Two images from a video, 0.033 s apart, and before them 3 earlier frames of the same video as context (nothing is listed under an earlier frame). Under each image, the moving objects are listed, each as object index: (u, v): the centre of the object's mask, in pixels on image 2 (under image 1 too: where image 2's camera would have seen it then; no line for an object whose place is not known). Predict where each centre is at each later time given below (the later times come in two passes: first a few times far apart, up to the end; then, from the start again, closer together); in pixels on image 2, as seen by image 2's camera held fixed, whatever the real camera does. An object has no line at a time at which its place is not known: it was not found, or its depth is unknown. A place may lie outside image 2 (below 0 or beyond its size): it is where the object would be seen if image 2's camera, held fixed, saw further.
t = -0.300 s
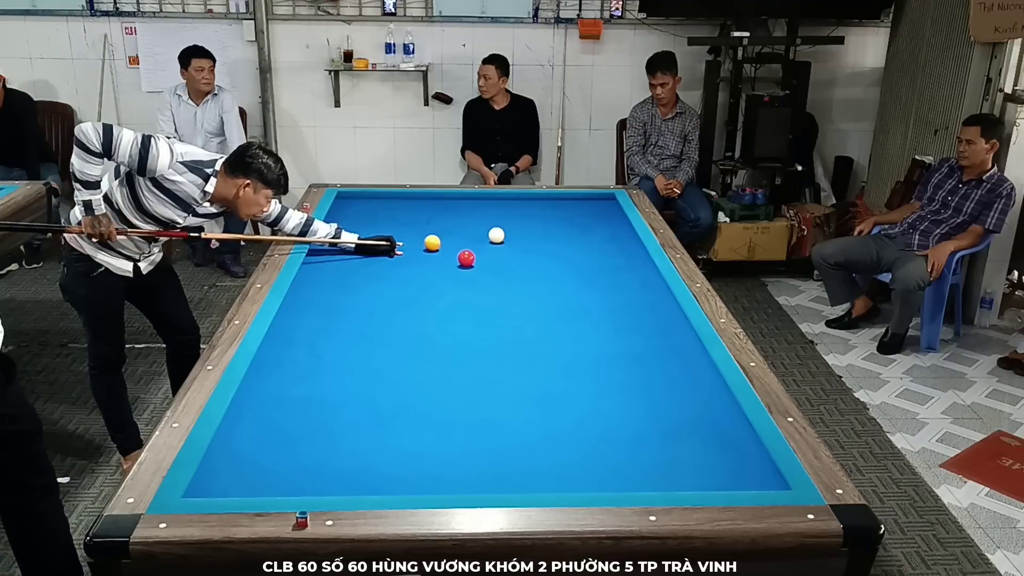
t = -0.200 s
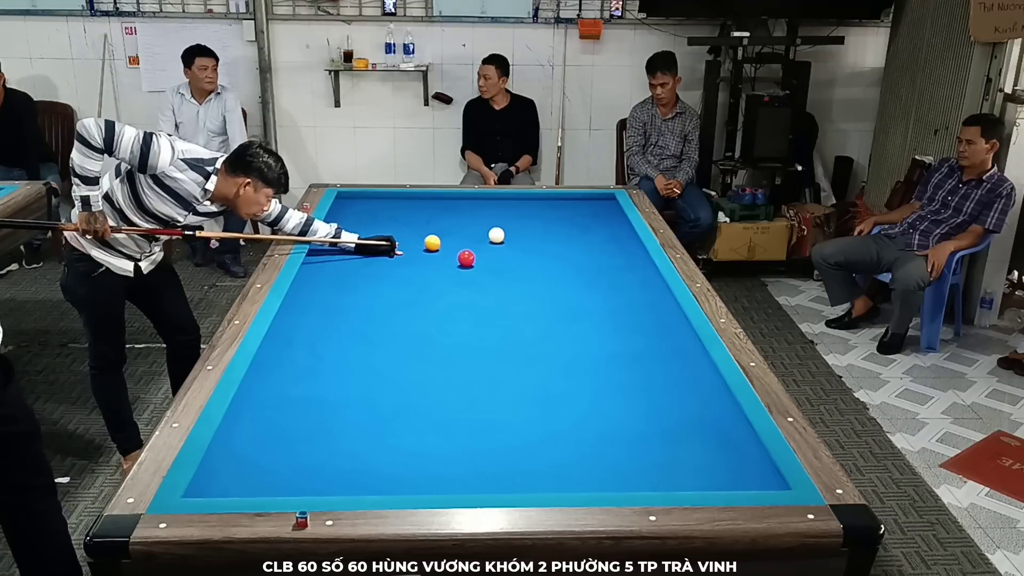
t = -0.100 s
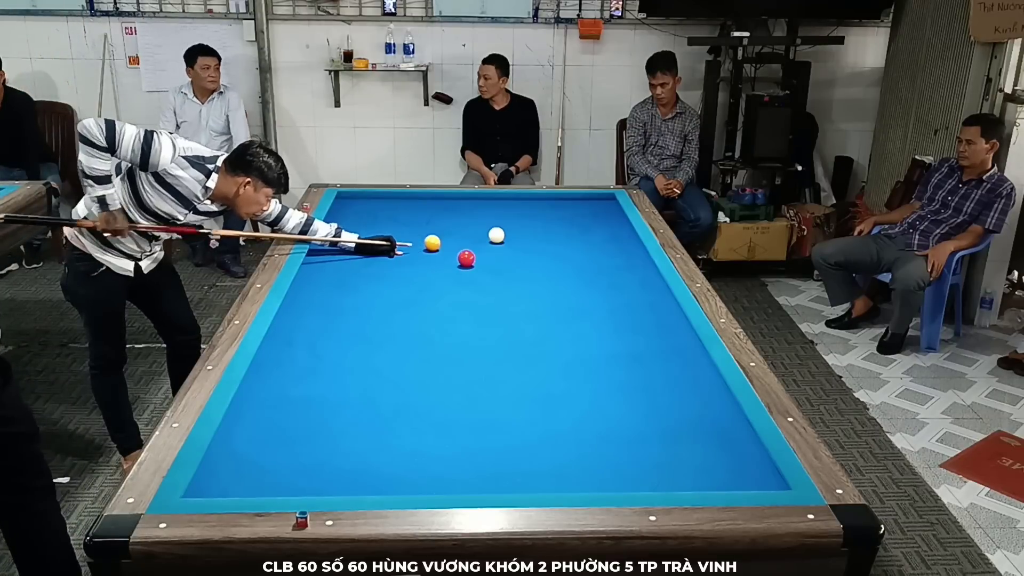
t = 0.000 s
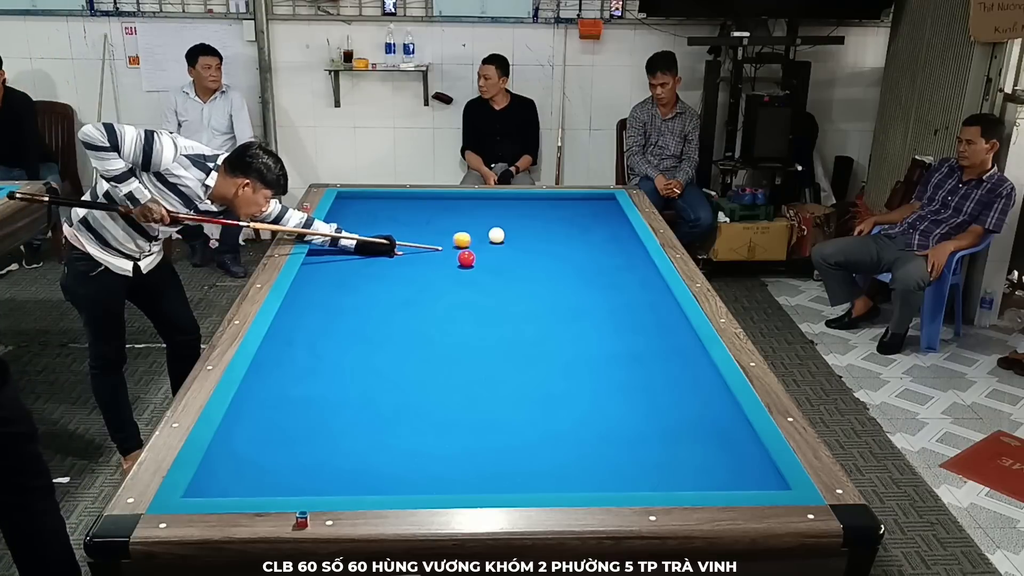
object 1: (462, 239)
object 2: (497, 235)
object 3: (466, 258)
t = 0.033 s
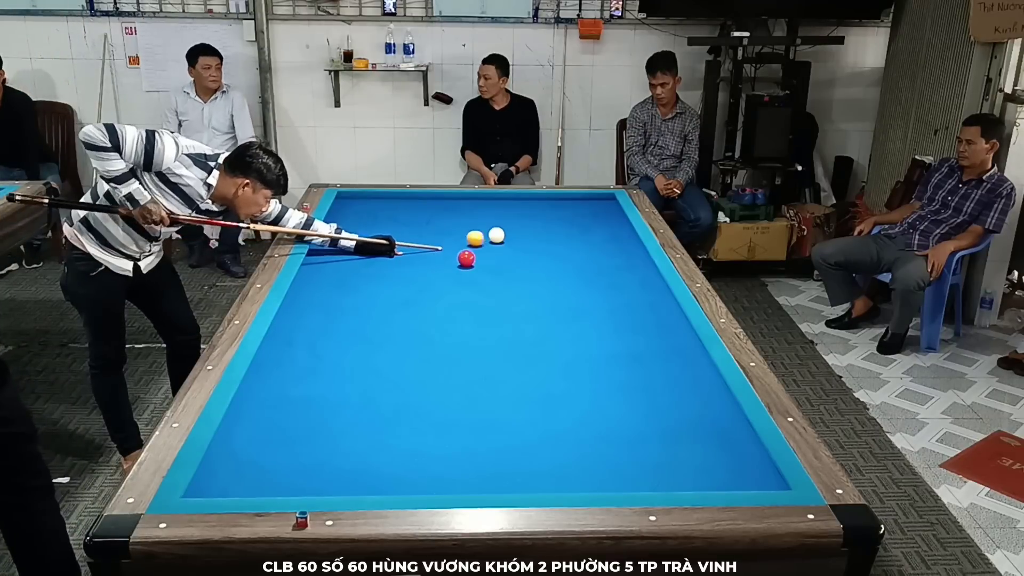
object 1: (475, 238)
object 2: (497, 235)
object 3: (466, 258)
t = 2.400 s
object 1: (471, 257)
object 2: (434, 208)
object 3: (443, 279)
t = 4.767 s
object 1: (471, 257)
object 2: (371, 235)
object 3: (432, 289)
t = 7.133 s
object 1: (471, 257)
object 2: (433, 254)
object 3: (432, 289)
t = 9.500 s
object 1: (471, 257)
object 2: (449, 259)
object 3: (431, 289)
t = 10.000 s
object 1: (471, 257)
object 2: (449, 258)
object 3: (431, 289)
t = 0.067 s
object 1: (484, 238)
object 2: (500, 234)
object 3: (466, 258)
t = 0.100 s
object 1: (486, 238)
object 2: (510, 232)
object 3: (466, 258)
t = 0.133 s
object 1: (487, 239)
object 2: (520, 231)
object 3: (466, 258)
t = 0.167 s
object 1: (487, 240)
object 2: (529, 229)
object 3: (466, 258)
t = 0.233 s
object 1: (486, 241)
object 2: (545, 226)
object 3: (466, 258)
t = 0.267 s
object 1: (485, 242)
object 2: (553, 225)
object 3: (466, 258)
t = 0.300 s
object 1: (485, 243)
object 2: (560, 223)
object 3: (466, 258)
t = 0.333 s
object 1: (484, 244)
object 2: (567, 222)
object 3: (466, 258)
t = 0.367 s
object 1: (483, 244)
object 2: (574, 220)
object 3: (466, 258)
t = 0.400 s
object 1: (482, 245)
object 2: (581, 219)
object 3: (466, 258)
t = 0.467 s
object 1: (480, 247)
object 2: (595, 217)
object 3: (466, 258)
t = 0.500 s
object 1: (480, 247)
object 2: (601, 215)
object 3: (466, 258)
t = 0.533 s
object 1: (479, 248)
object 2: (608, 214)
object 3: (466, 258)
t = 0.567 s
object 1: (478, 249)
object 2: (614, 213)
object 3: (466, 258)
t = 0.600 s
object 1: (478, 249)
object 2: (617, 211)
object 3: (466, 258)
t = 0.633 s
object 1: (477, 250)
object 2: (611, 211)
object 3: (466, 258)
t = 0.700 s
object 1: (476, 251)
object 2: (600, 209)
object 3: (466, 258)
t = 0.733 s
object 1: (476, 251)
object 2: (595, 208)
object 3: (466, 258)
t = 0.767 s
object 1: (475, 252)
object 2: (591, 208)
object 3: (466, 258)
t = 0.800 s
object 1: (475, 252)
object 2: (587, 207)
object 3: (465, 259)
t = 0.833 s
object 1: (474, 252)
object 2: (583, 206)
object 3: (465, 259)
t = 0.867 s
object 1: (474, 253)
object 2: (578, 205)
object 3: (464, 260)
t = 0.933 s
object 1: (473, 253)
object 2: (571, 204)
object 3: (463, 261)
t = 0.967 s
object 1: (473, 254)
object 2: (567, 203)
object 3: (462, 261)
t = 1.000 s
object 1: (473, 254)
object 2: (563, 202)
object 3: (462, 262)
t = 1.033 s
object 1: (473, 254)
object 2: (559, 201)
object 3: (461, 262)
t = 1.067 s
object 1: (473, 254)
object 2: (555, 200)
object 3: (460, 263)
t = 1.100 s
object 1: (472, 255)
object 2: (551, 200)
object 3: (460, 263)
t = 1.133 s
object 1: (472, 255)
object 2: (548, 199)
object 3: (459, 264)
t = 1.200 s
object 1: (472, 255)
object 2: (541, 197)
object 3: (458, 265)
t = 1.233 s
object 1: (472, 255)
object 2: (537, 197)
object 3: (458, 265)
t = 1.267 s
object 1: (472, 256)
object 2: (533, 196)
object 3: (457, 266)
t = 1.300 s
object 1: (471, 256)
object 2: (530, 196)
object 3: (457, 266)
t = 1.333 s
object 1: (471, 256)
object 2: (527, 196)
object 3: (456, 266)
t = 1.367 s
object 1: (471, 256)
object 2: (524, 197)
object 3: (456, 267)
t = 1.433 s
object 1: (471, 256)
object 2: (518, 198)
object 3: (455, 268)
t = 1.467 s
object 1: (471, 256)
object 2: (515, 198)
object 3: (454, 268)
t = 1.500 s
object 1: (471, 257)
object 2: (512, 198)
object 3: (454, 269)
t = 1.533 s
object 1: (471, 257)
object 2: (510, 199)
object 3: (453, 269)
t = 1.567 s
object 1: (471, 257)
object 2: (507, 199)
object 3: (453, 269)
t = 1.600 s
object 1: (471, 257)
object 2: (504, 200)
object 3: (453, 270)
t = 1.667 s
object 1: (471, 257)
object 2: (498, 200)
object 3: (452, 271)
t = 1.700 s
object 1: (470, 257)
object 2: (495, 201)
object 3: (451, 271)
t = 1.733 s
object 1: (471, 257)
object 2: (492, 201)
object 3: (451, 272)
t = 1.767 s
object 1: (470, 257)
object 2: (489, 202)
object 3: (450, 272)
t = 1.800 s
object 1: (470, 257)
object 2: (486, 202)
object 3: (450, 272)
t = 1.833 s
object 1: (470, 257)
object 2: (483, 202)
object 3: (449, 273)
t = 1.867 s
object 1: (471, 257)
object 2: (480, 203)
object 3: (449, 273)
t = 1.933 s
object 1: (471, 257)
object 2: (474, 203)
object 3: (448, 274)
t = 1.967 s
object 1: (471, 257)
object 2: (471, 204)
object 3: (448, 274)
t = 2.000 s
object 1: (471, 257)
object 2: (469, 204)
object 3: (447, 275)
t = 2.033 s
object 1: (471, 257)
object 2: (466, 204)
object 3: (447, 275)
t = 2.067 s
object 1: (471, 257)
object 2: (463, 205)
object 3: (447, 275)
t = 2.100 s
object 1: (471, 257)
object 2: (460, 205)
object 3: (446, 276)
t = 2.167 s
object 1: (471, 257)
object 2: (454, 206)
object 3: (446, 276)
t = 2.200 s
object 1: (471, 257)
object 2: (451, 206)
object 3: (445, 277)
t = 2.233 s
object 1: (471, 257)
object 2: (448, 207)
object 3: (445, 277)
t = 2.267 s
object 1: (471, 257)
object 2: (446, 207)
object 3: (444, 278)
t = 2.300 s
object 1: (471, 257)
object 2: (443, 207)
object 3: (444, 278)
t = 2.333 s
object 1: (471, 257)
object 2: (440, 208)
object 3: (444, 278)
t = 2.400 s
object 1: (471, 257)
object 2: (434, 208)
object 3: (443, 279)
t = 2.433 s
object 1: (471, 257)
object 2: (431, 209)
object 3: (443, 279)
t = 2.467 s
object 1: (471, 257)
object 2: (429, 209)
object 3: (442, 280)
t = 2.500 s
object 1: (471, 257)
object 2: (426, 210)
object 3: (442, 280)
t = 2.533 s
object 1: (471, 257)
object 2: (423, 210)
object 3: (442, 280)
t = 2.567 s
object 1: (471, 257)
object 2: (420, 210)
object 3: (441, 280)
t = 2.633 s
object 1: (471, 257)
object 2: (414, 211)
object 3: (441, 281)
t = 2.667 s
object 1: (471, 257)
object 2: (412, 211)
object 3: (441, 281)
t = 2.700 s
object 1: (471, 257)
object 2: (409, 212)
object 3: (440, 282)
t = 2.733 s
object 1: (471, 257)
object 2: (406, 212)
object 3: (440, 282)
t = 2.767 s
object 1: (471, 257)
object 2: (403, 213)
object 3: (440, 282)
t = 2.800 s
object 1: (471, 257)
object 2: (400, 213)
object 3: (439, 282)
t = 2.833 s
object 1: (471, 257)
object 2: (397, 213)
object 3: (439, 283)
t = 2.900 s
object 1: (471, 257)
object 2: (392, 214)
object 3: (438, 283)
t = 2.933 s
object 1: (471, 257)
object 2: (389, 214)
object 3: (438, 283)
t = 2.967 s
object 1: (471, 257)
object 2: (386, 214)
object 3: (438, 283)
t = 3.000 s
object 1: (471, 257)
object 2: (383, 215)
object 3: (438, 284)
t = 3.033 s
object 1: (471, 257)
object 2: (380, 215)
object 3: (437, 284)
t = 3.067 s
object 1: (471, 257)
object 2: (378, 216)
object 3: (437, 284)
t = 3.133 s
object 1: (471, 257)
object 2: (372, 216)
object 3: (436, 285)
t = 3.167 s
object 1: (471, 257)
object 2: (369, 217)
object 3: (436, 285)
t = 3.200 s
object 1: (471, 257)
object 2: (367, 217)
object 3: (436, 285)
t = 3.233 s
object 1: (471, 257)
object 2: (364, 218)
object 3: (436, 285)
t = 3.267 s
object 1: (471, 257)
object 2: (361, 218)
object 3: (435, 285)
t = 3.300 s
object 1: (471, 257)
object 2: (358, 218)
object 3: (435, 286)
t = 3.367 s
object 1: (471, 257)
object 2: (353, 219)
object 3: (435, 286)
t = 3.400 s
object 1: (471, 257)
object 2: (350, 219)
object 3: (434, 286)
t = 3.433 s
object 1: (471, 257)
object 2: (347, 220)
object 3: (434, 286)
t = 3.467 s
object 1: (471, 257)
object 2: (345, 220)
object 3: (434, 287)
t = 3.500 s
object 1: (471, 257)
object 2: (342, 220)
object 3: (434, 287)
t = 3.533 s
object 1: (471, 257)
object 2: (339, 221)
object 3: (434, 287)
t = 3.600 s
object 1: (471, 257)
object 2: (334, 221)
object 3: (433, 287)
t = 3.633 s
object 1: (471, 257)
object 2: (331, 222)
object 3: (433, 287)
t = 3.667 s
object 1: (471, 257)
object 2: (330, 222)
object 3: (433, 287)
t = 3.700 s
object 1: (471, 257)
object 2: (331, 223)
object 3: (433, 288)
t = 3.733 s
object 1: (471, 257)
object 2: (333, 223)
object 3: (433, 288)
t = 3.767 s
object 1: (471, 257)
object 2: (334, 223)
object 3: (433, 288)
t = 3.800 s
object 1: (471, 257)
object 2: (335, 224)
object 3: (433, 288)
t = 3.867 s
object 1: (471, 257)
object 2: (338, 225)
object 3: (432, 288)
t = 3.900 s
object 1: (471, 257)
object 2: (339, 225)
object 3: (432, 288)
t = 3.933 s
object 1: (471, 257)
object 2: (340, 225)
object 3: (432, 288)
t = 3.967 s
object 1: (471, 257)
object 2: (342, 226)
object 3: (432, 288)
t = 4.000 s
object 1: (471, 257)
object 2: (343, 226)
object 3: (432, 288)
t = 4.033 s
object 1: (471, 257)
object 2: (344, 227)
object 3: (432, 289)
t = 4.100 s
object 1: (471, 257)
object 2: (346, 228)
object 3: (432, 289)
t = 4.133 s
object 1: (471, 257)
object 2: (348, 228)
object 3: (432, 289)
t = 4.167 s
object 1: (471, 257)
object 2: (349, 228)
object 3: (432, 289)
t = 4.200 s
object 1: (471, 257)
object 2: (350, 229)
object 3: (432, 289)
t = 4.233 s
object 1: (471, 257)
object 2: (351, 229)
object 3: (432, 289)
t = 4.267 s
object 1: (471, 257)
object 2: (353, 230)
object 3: (432, 289)
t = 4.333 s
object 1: (471, 257)
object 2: (355, 230)
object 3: (432, 289)
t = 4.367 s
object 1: (471, 257)
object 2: (356, 231)
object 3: (432, 289)
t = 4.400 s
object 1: (471, 257)
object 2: (358, 231)
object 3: (431, 289)
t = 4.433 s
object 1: (471, 257)
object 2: (359, 231)
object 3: (431, 289)
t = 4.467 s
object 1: (471, 257)
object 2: (360, 232)
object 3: (431, 289)
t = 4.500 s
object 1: (471, 257)
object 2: (361, 232)
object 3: (431, 289)
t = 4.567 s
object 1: (471, 257)
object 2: (363, 233)
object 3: (431, 289)
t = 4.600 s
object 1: (471, 257)
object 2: (365, 233)
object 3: (431, 289)
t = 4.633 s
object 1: (471, 257)
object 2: (366, 234)
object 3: (431, 289)
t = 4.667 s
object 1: (471, 257)
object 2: (367, 234)
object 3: (431, 289)
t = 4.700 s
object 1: (471, 257)
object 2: (368, 234)
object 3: (431, 289)
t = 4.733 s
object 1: (471, 257)
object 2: (369, 235)
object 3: (431, 289)
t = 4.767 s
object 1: (471, 257)
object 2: (371, 235)
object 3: (432, 289)
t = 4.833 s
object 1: (471, 257)
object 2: (373, 236)
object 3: (431, 289)
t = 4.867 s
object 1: (471, 257)
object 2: (374, 236)
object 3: (431, 289)
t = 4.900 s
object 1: (471, 257)
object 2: (375, 236)
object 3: (431, 289)
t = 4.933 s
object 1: (471, 257)
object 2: (376, 237)
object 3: (432, 289)
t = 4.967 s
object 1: (471, 257)
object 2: (377, 237)
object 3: (431, 289)
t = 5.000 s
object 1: (471, 257)
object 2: (378, 237)
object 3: (431, 289)
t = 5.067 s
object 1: (471, 257)
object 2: (380, 238)
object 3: (431, 289)
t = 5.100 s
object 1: (471, 257)
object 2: (382, 239)
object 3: (431, 289)
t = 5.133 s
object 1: (471, 257)
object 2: (383, 239)
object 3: (432, 289)
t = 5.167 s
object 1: (471, 257)
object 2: (384, 239)
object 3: (432, 289)
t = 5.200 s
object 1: (471, 257)
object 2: (385, 239)
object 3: (432, 289)
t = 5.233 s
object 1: (471, 257)
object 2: (386, 240)
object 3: (432, 289)
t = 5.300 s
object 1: (471, 257)
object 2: (388, 240)
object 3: (432, 289)
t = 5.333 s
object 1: (471, 257)
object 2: (389, 241)
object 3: (432, 289)
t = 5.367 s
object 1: (471, 257)
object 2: (390, 241)
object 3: (432, 289)
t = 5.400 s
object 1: (471, 257)
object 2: (391, 241)
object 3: (432, 289)
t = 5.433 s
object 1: (471, 257)
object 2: (392, 242)
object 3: (432, 289)
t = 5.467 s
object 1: (471, 257)
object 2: (393, 242)
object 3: (432, 289)
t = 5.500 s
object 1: (471, 257)
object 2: (394, 242)
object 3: (431, 289)
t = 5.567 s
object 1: (471, 257)
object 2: (396, 243)
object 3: (431, 289)
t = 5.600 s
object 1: (471, 257)
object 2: (397, 243)
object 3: (431, 289)
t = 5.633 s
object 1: (471, 257)
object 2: (398, 243)
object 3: (432, 289)
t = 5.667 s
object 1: (471, 257)
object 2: (399, 244)
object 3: (431, 289)
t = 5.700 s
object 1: (471, 257)
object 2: (400, 244)
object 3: (431, 289)
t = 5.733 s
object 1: (471, 257)
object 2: (401, 244)
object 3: (432, 289)
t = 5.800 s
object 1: (471, 257)
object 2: (402, 245)
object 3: (431, 289)
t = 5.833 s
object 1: (471, 257)
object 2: (403, 245)
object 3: (432, 289)
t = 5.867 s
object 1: (471, 257)
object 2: (404, 245)
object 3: (431, 289)
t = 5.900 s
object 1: (471, 257)
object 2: (405, 246)
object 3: (431, 289)
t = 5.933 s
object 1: (471, 257)
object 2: (406, 246)
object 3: (431, 289)
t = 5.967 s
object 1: (471, 257)
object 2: (407, 246)
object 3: (431, 289)
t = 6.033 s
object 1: (471, 257)
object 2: (409, 247)
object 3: (431, 289)
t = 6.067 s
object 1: (471, 257)
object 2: (409, 247)
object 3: (431, 289)
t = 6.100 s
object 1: (471, 257)
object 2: (410, 247)
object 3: (431, 289)
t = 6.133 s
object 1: (471, 257)
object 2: (411, 247)
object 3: (431, 289)
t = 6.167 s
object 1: (471, 257)
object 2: (412, 248)
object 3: (431, 289)
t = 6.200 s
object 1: (471, 257)
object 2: (413, 248)
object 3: (431, 289)
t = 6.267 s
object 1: (471, 257)
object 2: (414, 248)
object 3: (431, 289)
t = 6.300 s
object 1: (471, 257)
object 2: (415, 249)
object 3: (431, 289)
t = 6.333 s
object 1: (471, 257)
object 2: (416, 249)
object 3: (431, 289)
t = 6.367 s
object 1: (471, 257)
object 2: (417, 249)
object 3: (431, 289)
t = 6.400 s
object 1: (471, 257)
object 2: (418, 249)
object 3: (431, 289)
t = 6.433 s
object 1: (471, 257)
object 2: (418, 249)
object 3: (431, 289)
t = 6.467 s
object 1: (471, 257)
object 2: (419, 250)
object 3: (431, 289)
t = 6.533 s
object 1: (471, 257)
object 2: (421, 250)
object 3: (431, 289)
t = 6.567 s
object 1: (471, 257)
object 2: (422, 250)
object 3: (432, 289)
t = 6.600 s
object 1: (471, 257)
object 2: (422, 251)
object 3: (431, 289)
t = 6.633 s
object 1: (471, 257)
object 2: (423, 251)
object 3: (432, 289)
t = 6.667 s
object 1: (471, 257)
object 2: (424, 251)
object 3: (432, 289)
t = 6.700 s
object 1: (471, 257)
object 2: (424, 251)
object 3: (431, 289)
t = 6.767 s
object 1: (471, 257)
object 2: (426, 252)
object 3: (432, 289)
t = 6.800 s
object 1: (471, 257)
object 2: (427, 252)
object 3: (431, 289)
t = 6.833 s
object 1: (471, 257)
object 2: (427, 252)
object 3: (432, 289)
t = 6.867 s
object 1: (471, 257)
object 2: (428, 252)
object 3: (432, 289)
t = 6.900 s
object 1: (471, 257)
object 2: (429, 252)
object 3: (432, 289)
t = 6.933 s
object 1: (471, 257)
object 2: (429, 253)
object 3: (432, 289)
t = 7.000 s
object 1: (471, 257)
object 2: (431, 253)
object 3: (432, 289)
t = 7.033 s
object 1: (471, 257)
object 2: (431, 253)
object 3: (432, 289)
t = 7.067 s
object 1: (471, 257)
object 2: (432, 253)
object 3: (432, 289)
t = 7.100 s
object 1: (471, 257)
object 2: (433, 254)
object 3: (432, 289)
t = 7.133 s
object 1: (471, 257)
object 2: (433, 254)
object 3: (432, 289)
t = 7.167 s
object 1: (471, 257)
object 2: (434, 254)
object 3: (431, 289)
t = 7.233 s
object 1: (471, 257)
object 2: (435, 254)
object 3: (431, 289)
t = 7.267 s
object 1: (471, 257)
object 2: (435, 254)
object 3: (431, 289)
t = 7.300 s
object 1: (471, 257)
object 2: (436, 255)
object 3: (431, 289)
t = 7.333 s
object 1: (471, 257)
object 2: (437, 255)
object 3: (431, 289)
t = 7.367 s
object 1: (471, 257)
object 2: (437, 255)
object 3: (431, 289)
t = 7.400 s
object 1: (471, 257)
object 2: (437, 255)
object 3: (431, 289)
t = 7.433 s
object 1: (471, 257)
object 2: (438, 255)
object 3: (431, 289)
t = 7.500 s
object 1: (471, 257)
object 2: (439, 255)
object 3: (431, 289)
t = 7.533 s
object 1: (471, 257)
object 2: (440, 255)
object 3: (431, 289)
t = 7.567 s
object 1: (471, 257)
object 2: (440, 256)
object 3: (431, 289)
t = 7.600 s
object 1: (471, 257)
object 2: (441, 256)
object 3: (431, 289)
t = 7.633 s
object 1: (471, 257)
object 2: (441, 256)
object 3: (431, 289)
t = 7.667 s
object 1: (471, 257)
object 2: (441, 256)
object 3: (431, 289)
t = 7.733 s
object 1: (471, 257)
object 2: (442, 256)
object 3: (431, 289)
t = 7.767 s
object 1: (471, 257)
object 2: (443, 256)
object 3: (431, 289)
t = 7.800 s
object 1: (471, 257)
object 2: (443, 256)
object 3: (431, 289)
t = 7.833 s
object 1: (471, 257)
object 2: (443, 256)
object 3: (431, 289)
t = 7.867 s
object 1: (471, 257)
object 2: (444, 257)
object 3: (431, 289)
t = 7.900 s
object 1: (471, 257)
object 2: (444, 257)
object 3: (431, 289)
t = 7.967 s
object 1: (471, 257)
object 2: (445, 257)
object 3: (431, 289)
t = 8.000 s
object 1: (471, 257)
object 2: (445, 257)
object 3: (431, 289)
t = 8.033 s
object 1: (471, 257)
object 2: (446, 257)
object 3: (431, 289)
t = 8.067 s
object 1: (471, 257)
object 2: (446, 257)
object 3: (431, 289)
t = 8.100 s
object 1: (471, 257)
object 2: (446, 257)
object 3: (431, 289)
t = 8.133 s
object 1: (471, 257)
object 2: (446, 258)
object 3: (431, 289)
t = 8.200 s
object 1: (471, 257)
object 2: (447, 258)
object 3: (431, 289)
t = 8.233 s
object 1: (471, 257)
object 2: (447, 258)
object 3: (431, 289)
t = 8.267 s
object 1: (471, 257)
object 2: (447, 258)
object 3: (431, 289)
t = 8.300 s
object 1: (471, 257)
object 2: (447, 258)
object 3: (431, 289)
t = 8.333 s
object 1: (471, 257)
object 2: (448, 258)
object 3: (431, 289)
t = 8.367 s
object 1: (471, 257)
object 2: (448, 258)
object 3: (431, 289)
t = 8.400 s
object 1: (471, 257)
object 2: (448, 258)
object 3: (431, 289)
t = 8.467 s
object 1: (471, 257)
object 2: (448, 258)
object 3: (431, 289)
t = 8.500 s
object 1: (471, 257)
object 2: (449, 258)
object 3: (431, 289)
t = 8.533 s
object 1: (471, 257)
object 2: (449, 258)
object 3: (431, 289)
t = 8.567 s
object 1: (471, 257)
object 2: (449, 258)
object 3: (431, 289)
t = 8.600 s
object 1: (471, 257)
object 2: (449, 258)
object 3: (431, 289)
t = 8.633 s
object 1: (471, 257)
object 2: (449, 259)
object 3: (431, 289)
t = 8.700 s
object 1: (471, 257)
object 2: (449, 258)
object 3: (431, 289)
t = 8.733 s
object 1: (471, 257)
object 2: (449, 258)
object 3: (431, 289)
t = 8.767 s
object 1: (471, 257)
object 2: (450, 258)
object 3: (431, 289)
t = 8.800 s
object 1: (471, 257)
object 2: (450, 258)
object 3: (431, 289)
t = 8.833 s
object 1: (471, 257)
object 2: (450, 259)
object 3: (431, 289)
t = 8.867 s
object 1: (471, 257)
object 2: (450, 259)
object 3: (431, 289)
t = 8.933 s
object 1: (471, 257)
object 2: (450, 258)
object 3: (431, 289)
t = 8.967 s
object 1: (471, 257)
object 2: (449, 259)
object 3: (431, 289)
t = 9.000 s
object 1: (471, 257)
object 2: (449, 259)
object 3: (431, 289)
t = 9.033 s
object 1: (471, 257)
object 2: (449, 259)
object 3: (431, 289)
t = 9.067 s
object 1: (471, 257)
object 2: (449, 258)
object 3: (431, 289)
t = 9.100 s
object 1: (471, 257)
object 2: (449, 259)
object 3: (431, 289)
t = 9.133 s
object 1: (471, 257)
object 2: (449, 258)
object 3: (431, 289)
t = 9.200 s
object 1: (471, 257)
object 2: (449, 259)
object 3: (431, 289)
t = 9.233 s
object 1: (471, 257)
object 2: (449, 259)
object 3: (431, 289)
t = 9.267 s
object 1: (471, 257)
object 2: (449, 258)
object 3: (431, 289)
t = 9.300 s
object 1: (471, 257)
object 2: (449, 259)
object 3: (431, 289)
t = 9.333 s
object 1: (471, 257)
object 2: (449, 259)
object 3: (431, 289)
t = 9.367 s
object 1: (471, 257)
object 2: (449, 259)
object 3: (431, 289)
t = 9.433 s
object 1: (471, 257)
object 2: (449, 258)
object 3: (431, 289)
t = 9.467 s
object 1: (471, 257)
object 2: (449, 259)
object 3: (431, 289)
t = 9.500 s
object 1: (471, 257)
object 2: (449, 259)
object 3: (431, 289)
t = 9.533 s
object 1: (471, 257)
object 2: (449, 259)
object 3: (431, 289)
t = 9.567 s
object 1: (471, 257)
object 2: (449, 259)
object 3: (431, 289)
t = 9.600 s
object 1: (471, 257)
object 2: (449, 259)
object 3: (431, 289)
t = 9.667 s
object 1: (471, 257)
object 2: (449, 259)
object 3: (431, 289)
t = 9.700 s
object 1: (471, 257)
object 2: (449, 259)
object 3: (431, 289)
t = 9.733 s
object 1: (471, 257)
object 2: (449, 259)
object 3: (431, 289)
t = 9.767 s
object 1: (471, 257)
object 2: (449, 259)
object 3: (431, 289)
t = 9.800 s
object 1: (471, 257)
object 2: (449, 258)
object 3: (431, 289)
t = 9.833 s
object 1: (471, 257)
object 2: (449, 259)
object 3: (431, 289)
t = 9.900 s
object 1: (471, 257)
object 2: (449, 259)
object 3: (431, 289)
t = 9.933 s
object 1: (471, 257)
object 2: (449, 259)
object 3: (431, 289)
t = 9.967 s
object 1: (471, 257)
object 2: (449, 259)
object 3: (431, 289)
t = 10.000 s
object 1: (471, 257)
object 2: (449, 258)
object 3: (431, 289)
